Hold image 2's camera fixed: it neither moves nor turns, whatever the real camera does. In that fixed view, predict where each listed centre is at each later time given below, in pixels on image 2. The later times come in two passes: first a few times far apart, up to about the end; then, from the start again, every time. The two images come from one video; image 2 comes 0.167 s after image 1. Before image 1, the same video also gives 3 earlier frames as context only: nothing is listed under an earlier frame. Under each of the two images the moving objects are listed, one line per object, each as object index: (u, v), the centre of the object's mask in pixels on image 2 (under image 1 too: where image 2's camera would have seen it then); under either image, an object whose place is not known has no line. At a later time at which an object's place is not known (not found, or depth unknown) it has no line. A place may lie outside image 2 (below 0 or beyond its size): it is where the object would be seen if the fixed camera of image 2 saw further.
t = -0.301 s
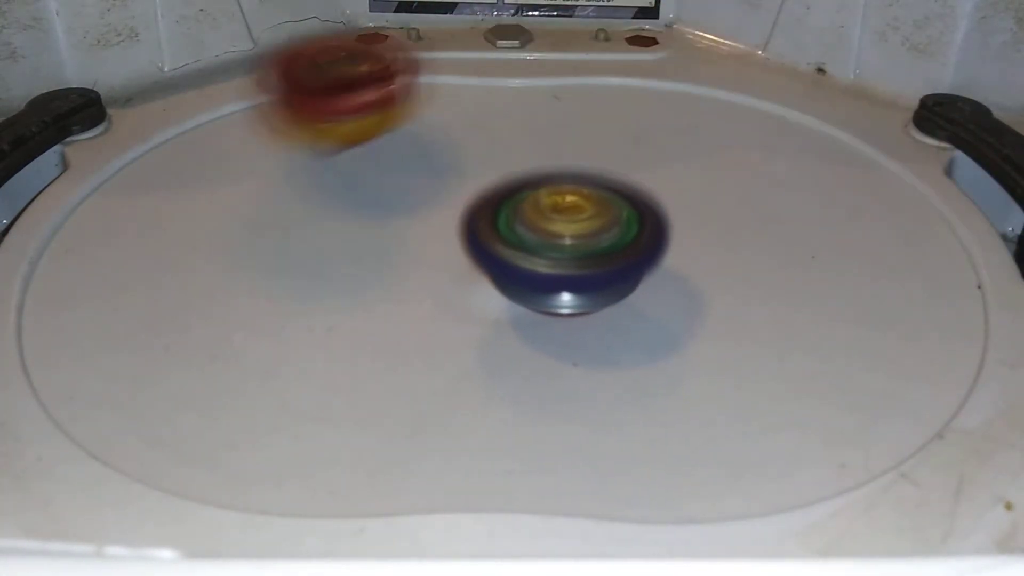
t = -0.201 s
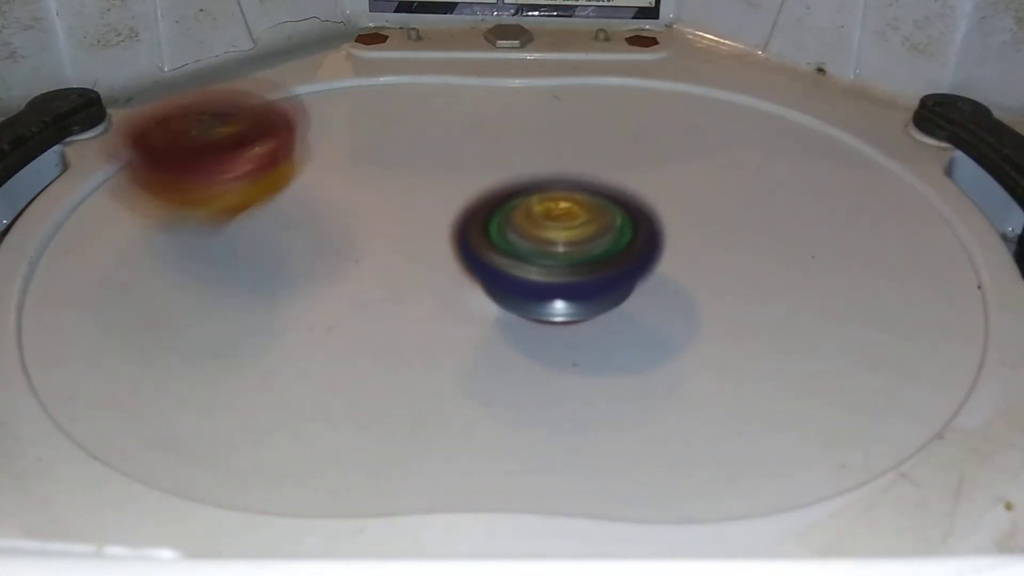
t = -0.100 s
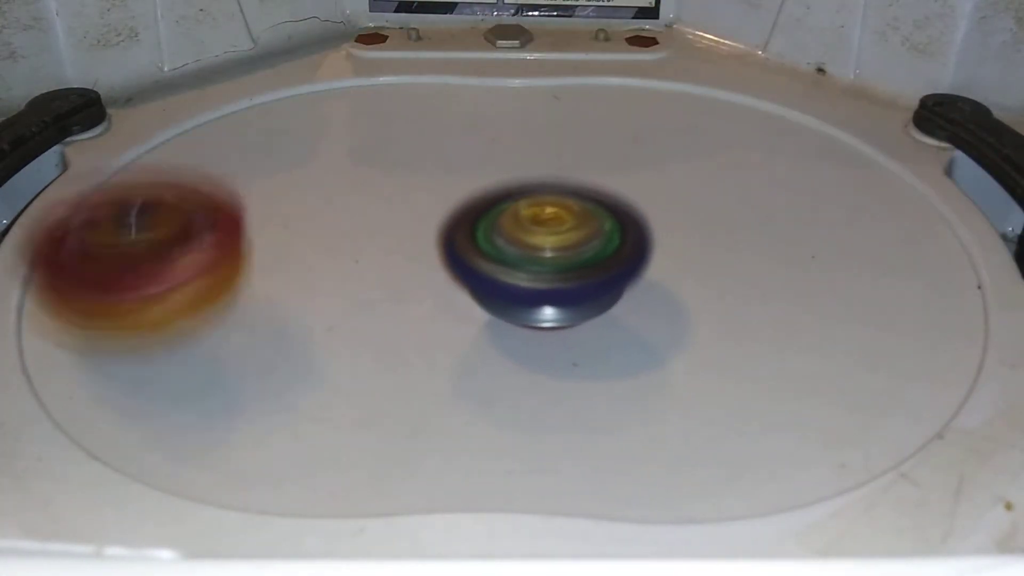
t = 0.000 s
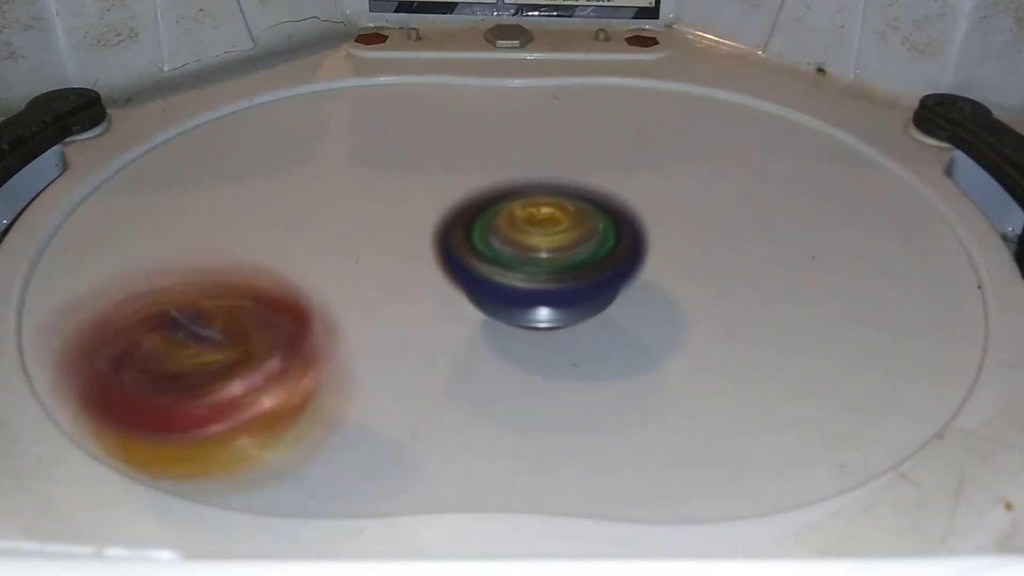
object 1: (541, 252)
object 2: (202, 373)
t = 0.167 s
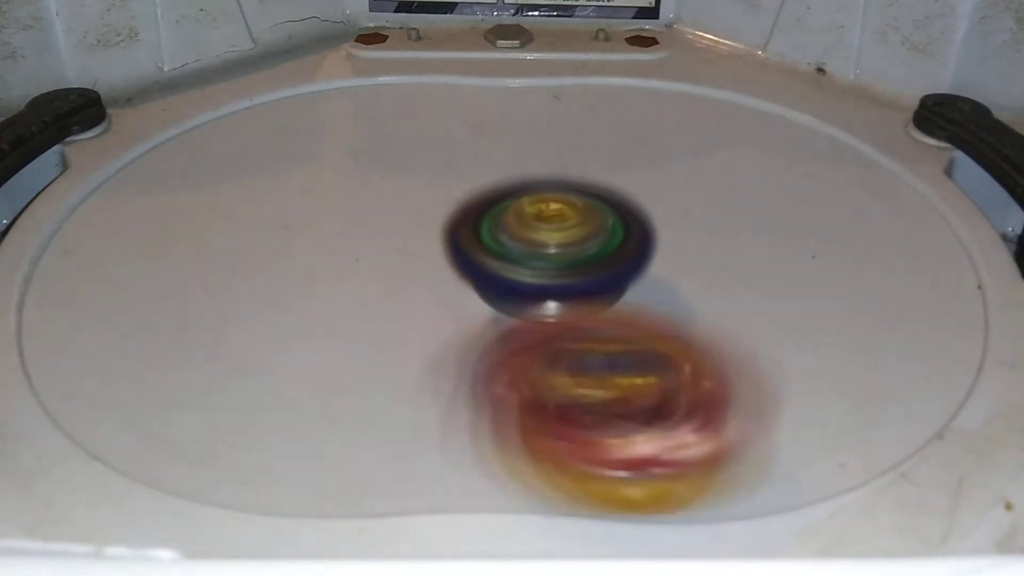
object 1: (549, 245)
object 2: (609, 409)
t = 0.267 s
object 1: (553, 246)
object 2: (824, 349)
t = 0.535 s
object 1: (552, 246)
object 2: (753, 107)
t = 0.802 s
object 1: (557, 243)
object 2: (385, 72)
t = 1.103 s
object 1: (561, 238)
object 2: (180, 318)
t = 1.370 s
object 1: (563, 231)
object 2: (759, 377)
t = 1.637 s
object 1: (564, 222)
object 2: (821, 137)
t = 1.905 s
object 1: (565, 224)
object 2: (483, 72)
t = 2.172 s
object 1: (562, 220)
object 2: (186, 226)
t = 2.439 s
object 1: (565, 218)
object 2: (536, 400)
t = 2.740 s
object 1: (563, 226)
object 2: (826, 186)
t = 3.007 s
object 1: (564, 228)
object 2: (550, 66)
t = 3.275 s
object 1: (565, 229)
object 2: (230, 163)
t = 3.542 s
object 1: (566, 225)
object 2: (386, 383)
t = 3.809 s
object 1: (566, 235)
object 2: (848, 283)
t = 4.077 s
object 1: (552, 249)
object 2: (714, 97)
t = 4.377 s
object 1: (554, 244)
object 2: (340, 112)
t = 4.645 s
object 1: (558, 243)
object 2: (228, 326)
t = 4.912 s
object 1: (560, 239)
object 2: (721, 366)
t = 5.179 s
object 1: (558, 241)
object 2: (775, 158)
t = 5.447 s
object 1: (562, 235)
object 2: (499, 73)
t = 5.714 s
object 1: (562, 228)
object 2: (247, 196)
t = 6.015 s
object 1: (564, 226)
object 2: (532, 385)
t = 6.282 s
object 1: (566, 226)
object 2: (826, 238)
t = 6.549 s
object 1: (565, 223)
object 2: (637, 97)
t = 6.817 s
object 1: (563, 223)
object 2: (335, 128)
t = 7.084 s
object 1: (562, 227)
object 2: (260, 317)
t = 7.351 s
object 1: (562, 226)
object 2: (696, 351)
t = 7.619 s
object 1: (566, 226)
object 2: (755, 166)
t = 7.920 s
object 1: (564, 224)
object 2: (475, 97)
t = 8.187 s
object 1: (563, 225)
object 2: (279, 229)
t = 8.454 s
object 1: (566, 222)
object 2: (523, 364)
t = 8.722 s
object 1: (559, 224)
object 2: (772, 236)
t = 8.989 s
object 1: (542, 207)
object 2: (651, 101)
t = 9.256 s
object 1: (523, 203)
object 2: (378, 128)
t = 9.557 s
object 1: (474, 202)
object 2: (323, 317)
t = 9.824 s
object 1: (456, 212)
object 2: (701, 327)
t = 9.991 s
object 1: (447, 223)
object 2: (763, 218)
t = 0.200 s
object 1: (551, 248)
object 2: (707, 399)
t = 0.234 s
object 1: (552, 247)
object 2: (773, 377)
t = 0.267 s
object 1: (553, 246)
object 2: (824, 349)
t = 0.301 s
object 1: (554, 246)
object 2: (856, 318)
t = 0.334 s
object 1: (554, 246)
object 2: (872, 278)
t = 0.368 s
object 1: (553, 247)
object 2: (873, 243)
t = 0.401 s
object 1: (552, 247)
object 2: (866, 211)
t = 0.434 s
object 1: (551, 248)
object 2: (847, 180)
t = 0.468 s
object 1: (551, 247)
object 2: (823, 151)
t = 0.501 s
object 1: (551, 247)
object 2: (792, 127)
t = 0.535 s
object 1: (552, 246)
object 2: (753, 107)
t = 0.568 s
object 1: (553, 245)
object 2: (716, 91)
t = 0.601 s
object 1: (555, 244)
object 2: (677, 76)
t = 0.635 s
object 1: (556, 243)
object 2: (629, 67)
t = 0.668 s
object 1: (557, 243)
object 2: (583, 62)
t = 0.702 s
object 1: (558, 242)
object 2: (533, 59)
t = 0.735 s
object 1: (559, 242)
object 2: (486, 61)
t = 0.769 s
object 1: (559, 243)
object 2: (437, 68)
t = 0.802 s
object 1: (557, 243)
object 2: (385, 72)
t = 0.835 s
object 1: (557, 244)
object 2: (340, 81)
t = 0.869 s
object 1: (556, 244)
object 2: (293, 98)
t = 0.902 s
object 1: (555, 243)
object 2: (250, 119)
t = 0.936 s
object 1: (555, 242)
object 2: (214, 146)
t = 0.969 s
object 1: (557, 241)
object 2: (187, 172)
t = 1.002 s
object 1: (559, 240)
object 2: (167, 207)
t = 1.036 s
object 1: (559, 239)
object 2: (158, 244)
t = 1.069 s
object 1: (560, 239)
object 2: (160, 279)
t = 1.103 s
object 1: (561, 238)
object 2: (180, 318)
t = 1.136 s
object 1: (562, 238)
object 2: (220, 355)
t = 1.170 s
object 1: (562, 237)
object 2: (274, 380)
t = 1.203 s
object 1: (562, 237)
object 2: (347, 393)
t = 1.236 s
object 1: (562, 236)
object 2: (432, 398)
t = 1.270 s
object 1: (562, 234)
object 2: (514, 401)
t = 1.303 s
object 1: (563, 233)
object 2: (612, 400)
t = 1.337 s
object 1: (563, 232)
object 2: (689, 390)
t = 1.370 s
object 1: (563, 231)
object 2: (759, 377)
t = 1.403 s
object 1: (563, 229)
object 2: (815, 346)
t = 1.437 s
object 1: (562, 227)
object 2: (854, 319)
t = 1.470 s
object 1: (562, 225)
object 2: (876, 282)
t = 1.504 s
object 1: (563, 223)
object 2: (882, 249)
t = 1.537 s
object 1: (564, 222)
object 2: (880, 220)
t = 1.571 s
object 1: (564, 222)
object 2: (867, 189)
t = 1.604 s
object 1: (564, 222)
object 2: (850, 162)
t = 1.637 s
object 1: (564, 222)
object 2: (821, 137)
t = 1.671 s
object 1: (563, 222)
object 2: (789, 116)
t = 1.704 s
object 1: (563, 220)
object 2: (752, 98)
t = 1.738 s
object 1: (564, 220)
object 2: (713, 84)
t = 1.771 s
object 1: (565, 220)
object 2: (674, 73)
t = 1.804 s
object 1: (565, 221)
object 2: (627, 68)
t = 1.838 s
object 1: (565, 222)
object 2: (577, 66)
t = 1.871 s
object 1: (565, 223)
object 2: (531, 65)
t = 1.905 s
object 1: (565, 224)
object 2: (483, 72)
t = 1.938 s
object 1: (565, 225)
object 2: (434, 78)
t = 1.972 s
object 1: (565, 226)
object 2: (385, 88)
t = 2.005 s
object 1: (563, 226)
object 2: (339, 104)
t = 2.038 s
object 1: (562, 225)
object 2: (304, 117)
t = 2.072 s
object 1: (562, 223)
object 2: (262, 141)
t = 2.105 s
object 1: (563, 222)
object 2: (231, 165)
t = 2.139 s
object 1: (562, 220)
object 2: (206, 193)
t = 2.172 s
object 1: (562, 220)
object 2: (186, 226)
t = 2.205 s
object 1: (563, 220)
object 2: (177, 259)
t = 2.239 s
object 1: (563, 219)
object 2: (184, 300)
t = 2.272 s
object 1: (563, 219)
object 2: (207, 336)
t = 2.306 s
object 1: (563, 219)
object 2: (242, 362)
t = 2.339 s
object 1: (562, 218)
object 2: (305, 387)
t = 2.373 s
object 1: (563, 217)
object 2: (372, 397)
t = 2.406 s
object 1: (564, 218)
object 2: (453, 399)
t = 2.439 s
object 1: (565, 218)
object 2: (536, 400)
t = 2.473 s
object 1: (566, 220)
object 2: (620, 396)
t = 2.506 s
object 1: (566, 221)
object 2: (694, 391)
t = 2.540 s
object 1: (565, 222)
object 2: (758, 367)
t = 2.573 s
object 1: (565, 224)
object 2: (803, 340)
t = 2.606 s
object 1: (564, 225)
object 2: (829, 307)
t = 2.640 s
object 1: (564, 225)
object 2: (844, 279)
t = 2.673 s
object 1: (563, 225)
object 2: (847, 242)
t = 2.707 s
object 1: (563, 225)
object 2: (842, 215)
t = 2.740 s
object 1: (563, 226)
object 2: (826, 186)
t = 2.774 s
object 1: (563, 225)
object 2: (807, 162)
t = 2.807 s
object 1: (564, 223)
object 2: (777, 140)
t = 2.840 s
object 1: (564, 223)
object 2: (750, 118)
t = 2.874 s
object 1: (565, 224)
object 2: (713, 101)
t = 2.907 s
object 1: (565, 225)
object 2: (680, 87)
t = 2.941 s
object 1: (565, 226)
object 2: (635, 77)
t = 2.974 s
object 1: (565, 228)
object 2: (596, 69)
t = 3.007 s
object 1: (564, 228)
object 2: (550, 66)
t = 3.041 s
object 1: (563, 227)
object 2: (507, 66)
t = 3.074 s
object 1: (562, 225)
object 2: (462, 71)
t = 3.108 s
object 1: (563, 223)
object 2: (415, 76)
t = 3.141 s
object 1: (565, 222)
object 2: (372, 84)
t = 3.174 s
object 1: (566, 224)
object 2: (332, 98)
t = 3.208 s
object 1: (567, 225)
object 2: (291, 117)
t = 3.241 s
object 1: (566, 227)
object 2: (261, 139)
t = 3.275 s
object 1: (565, 229)
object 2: (230, 163)
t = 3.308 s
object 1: (565, 230)
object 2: (210, 193)
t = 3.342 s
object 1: (564, 230)
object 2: (197, 219)
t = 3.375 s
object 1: (564, 230)
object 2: (192, 253)
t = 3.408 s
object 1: (563, 229)
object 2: (203, 289)
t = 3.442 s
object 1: (563, 228)
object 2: (228, 322)
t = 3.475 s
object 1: (563, 226)
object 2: (265, 351)
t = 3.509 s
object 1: (565, 225)
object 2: (315, 373)
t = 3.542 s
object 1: (566, 225)
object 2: (386, 383)
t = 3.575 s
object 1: (567, 226)
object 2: (455, 387)
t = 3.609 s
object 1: (567, 227)
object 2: (535, 391)
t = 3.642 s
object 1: (566, 229)
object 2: (613, 391)
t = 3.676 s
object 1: (565, 230)
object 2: (684, 382)
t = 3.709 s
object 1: (565, 231)
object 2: (749, 366)
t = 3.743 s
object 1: (566, 232)
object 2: (795, 342)
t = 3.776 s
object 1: (566, 233)
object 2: (828, 313)
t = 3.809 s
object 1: (566, 235)
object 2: (848, 283)
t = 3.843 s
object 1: (566, 237)
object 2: (856, 251)
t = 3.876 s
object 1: (565, 238)
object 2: (856, 224)
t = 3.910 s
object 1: (564, 241)
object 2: (845, 196)
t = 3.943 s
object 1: (563, 242)
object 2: (828, 172)
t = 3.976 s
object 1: (561, 245)
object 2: (809, 149)
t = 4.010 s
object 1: (558, 246)
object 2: (776, 126)
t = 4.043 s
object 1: (555, 248)
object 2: (745, 111)
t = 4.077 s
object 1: (552, 249)
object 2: (714, 97)
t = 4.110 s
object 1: (550, 250)
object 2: (673, 86)
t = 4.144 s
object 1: (548, 250)
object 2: (635, 77)
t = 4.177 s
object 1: (546, 250)
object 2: (588, 75)
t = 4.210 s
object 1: (546, 249)
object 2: (549, 73)
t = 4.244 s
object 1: (547, 248)
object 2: (504, 76)
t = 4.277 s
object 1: (548, 247)
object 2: (462, 79)
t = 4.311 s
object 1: (550, 246)
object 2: (416, 89)
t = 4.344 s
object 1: (551, 244)
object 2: (372, 101)
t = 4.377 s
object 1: (554, 244)
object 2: (340, 112)
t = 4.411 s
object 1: (555, 242)
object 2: (298, 133)
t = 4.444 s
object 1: (558, 242)
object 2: (273, 153)
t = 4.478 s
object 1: (558, 241)
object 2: (240, 179)
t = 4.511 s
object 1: (559, 241)
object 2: (222, 199)
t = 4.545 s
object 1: (559, 241)
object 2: (204, 232)
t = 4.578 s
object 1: (560, 242)
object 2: (201, 263)
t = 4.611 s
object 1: (559, 242)
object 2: (206, 297)
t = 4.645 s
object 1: (558, 243)
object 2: (228, 326)
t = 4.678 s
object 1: (557, 244)
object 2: (259, 354)
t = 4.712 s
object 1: (557, 244)
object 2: (315, 377)
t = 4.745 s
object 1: (556, 243)
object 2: (373, 387)
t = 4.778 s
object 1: (557, 241)
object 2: (446, 393)
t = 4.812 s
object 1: (558, 238)
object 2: (522, 392)
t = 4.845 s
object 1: (558, 235)
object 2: (591, 387)
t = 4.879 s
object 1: (557, 237)
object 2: (663, 383)
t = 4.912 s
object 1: (560, 239)
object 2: (721, 366)
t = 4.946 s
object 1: (560, 238)
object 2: (764, 340)
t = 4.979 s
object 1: (561, 239)
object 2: (791, 314)
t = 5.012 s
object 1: (561, 239)
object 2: (810, 285)
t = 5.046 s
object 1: (561, 240)
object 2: (817, 254)
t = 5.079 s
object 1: (560, 240)
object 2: (817, 228)
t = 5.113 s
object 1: (560, 240)
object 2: (805, 202)
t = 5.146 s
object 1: (559, 241)
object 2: (792, 179)
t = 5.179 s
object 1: (558, 241)
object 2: (775, 158)
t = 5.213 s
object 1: (558, 240)
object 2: (748, 137)
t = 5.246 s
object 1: (558, 239)
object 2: (720, 117)
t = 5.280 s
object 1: (559, 238)
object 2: (695, 103)
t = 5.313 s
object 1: (561, 237)
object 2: (660, 90)
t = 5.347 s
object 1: (561, 237)
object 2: (620, 79)
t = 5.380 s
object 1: (561, 236)
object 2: (581, 75)
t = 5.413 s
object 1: (562, 236)
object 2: (540, 72)
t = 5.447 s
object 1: (562, 235)
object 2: (499, 73)
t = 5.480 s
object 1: (563, 234)
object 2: (458, 78)
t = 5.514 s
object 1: (563, 234)
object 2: (419, 85)
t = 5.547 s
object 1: (563, 233)
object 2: (380, 95)
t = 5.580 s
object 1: (563, 233)
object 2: (346, 110)
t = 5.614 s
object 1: (563, 232)
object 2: (312, 128)
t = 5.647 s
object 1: (562, 231)
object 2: (288, 148)
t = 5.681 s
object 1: (563, 229)
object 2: (262, 175)
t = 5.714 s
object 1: (562, 228)
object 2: (247, 196)
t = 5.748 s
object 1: (562, 226)
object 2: (239, 222)
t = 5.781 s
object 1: (563, 224)
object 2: (235, 253)
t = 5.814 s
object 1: (563, 224)
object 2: (245, 283)
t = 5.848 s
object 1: (565, 224)
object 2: (262, 313)
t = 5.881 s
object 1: (565, 225)
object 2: (291, 336)
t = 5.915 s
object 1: (566, 226)
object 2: (342, 360)
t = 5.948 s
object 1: (566, 227)
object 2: (389, 371)
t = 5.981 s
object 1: (565, 229)
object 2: (454, 381)
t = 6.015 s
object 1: (564, 226)
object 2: (532, 385)
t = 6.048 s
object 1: (562, 225)
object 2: (597, 383)
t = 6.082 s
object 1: (562, 225)
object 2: (666, 379)
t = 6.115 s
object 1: (563, 224)
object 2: (721, 366)
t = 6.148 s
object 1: (564, 223)
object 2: (767, 342)
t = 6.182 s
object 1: (564, 223)
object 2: (797, 319)
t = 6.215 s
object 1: (565, 224)
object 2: (817, 294)
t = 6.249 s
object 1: (566, 225)
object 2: (825, 265)
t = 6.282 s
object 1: (566, 226)
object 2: (826, 238)
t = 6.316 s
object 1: (565, 228)
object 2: (819, 213)
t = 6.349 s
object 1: (564, 228)
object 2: (806, 192)
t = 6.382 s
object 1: (563, 227)
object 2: (785, 170)
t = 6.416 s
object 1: (562, 226)
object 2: (761, 151)
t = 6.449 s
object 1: (562, 224)
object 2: (736, 133)
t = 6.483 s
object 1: (563, 224)
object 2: (705, 118)
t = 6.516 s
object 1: (564, 223)
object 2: (671, 106)
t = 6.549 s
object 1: (565, 223)
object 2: (637, 97)
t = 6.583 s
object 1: (565, 225)
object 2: (600, 89)
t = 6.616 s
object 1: (566, 226)
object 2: (560, 86)
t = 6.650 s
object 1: (566, 227)
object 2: (522, 84)
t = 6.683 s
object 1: (564, 228)
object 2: (480, 89)
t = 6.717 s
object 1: (563, 228)
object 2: (441, 95)
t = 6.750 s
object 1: (561, 226)
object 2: (403, 102)
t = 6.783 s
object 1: (562, 224)
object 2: (367, 112)
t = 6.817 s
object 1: (563, 223)
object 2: (335, 128)
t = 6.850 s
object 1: (564, 222)
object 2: (304, 147)
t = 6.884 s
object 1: (565, 223)
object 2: (277, 164)
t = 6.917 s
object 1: (566, 225)
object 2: (259, 183)
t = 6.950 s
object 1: (567, 226)
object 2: (240, 211)
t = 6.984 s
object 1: (566, 228)
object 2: (230, 235)
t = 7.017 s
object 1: (564, 229)
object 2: (233, 263)
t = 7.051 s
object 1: (564, 229)
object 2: (241, 292)
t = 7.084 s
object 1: (562, 227)
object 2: (260, 317)
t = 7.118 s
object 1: (563, 225)
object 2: (300, 343)
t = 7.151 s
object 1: (564, 224)
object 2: (343, 360)
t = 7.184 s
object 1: (565, 224)
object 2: (393, 368)
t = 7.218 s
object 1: (566, 225)
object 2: (452, 371)
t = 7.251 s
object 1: (567, 224)
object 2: (525, 376)
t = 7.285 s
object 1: (566, 220)
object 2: (590, 371)
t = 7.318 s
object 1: (562, 223)
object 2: (645, 364)
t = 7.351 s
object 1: (562, 226)
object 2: (696, 351)
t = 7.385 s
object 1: (562, 227)
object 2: (732, 330)
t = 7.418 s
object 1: (563, 226)
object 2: (760, 306)
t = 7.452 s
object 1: (563, 224)
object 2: (776, 281)
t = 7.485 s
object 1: (563, 224)
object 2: (786, 255)
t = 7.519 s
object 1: (563, 223)
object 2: (789, 230)
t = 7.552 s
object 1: (564, 224)
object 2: (782, 207)
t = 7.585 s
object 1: (565, 225)
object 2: (771, 185)
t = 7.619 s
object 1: (566, 226)
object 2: (755, 166)
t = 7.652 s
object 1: (565, 227)
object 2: (735, 147)
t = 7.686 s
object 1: (564, 229)
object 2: (714, 130)
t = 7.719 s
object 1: (564, 228)
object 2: (685, 116)
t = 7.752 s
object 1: (564, 228)
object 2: (653, 105)
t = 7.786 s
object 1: (563, 227)
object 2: (621, 96)
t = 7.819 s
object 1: (563, 225)
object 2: (584, 91)
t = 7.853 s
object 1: (563, 225)
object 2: (551, 89)
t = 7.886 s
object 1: (564, 224)
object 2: (510, 92)
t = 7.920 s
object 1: (564, 224)
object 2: (475, 97)
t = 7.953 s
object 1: (566, 225)
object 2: (438, 102)
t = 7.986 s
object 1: (566, 226)
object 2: (409, 112)
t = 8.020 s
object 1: (565, 227)
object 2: (377, 126)
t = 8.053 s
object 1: (564, 228)
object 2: (346, 144)
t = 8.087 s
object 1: (564, 228)
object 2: (322, 160)
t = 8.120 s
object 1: (563, 228)
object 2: (304, 178)
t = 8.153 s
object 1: (563, 226)
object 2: (288, 205)
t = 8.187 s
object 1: (563, 225)
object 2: (279, 229)
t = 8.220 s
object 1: (564, 224)
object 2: (276, 252)
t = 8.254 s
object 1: (564, 224)
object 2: (286, 278)
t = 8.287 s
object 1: (565, 224)
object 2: (300, 303)
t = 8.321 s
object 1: (566, 225)
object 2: (324, 327)
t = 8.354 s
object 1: (567, 227)
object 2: (356, 343)
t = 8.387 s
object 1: (566, 228)
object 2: (400, 354)
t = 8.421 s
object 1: (566, 227)
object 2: (459, 361)
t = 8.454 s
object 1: (566, 222)
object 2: (523, 364)
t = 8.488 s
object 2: (577, 363)
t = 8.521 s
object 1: (560, 220)
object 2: (635, 359)
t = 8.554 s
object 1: (559, 222)
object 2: (676, 347)
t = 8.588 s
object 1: (561, 222)
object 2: (717, 328)
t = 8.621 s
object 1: (562, 223)
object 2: (742, 306)
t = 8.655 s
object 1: (563, 224)
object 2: (758, 284)
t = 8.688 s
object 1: (564, 224)
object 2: (764, 259)
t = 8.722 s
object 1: (559, 224)
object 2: (772, 236)
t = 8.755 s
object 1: (555, 222)
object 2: (778, 212)
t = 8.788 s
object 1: (555, 219)
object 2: (776, 190)
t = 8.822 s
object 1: (553, 217)
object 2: (767, 170)
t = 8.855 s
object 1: (552, 214)
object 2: (751, 152)
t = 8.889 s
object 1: (550, 212)
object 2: (732, 135)
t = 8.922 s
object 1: (548, 210)
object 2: (709, 120)
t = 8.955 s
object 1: (545, 209)
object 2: (680, 109)
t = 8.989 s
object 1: (542, 207)
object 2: (651, 101)
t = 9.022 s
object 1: (539, 205)
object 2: (618, 94)
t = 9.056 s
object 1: (536, 204)
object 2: (583, 94)
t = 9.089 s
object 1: (534, 203)
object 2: (548, 93)
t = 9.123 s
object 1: (535, 207)
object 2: (511, 95)
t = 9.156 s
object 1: (534, 208)
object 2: (472, 99)
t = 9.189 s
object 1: (531, 207)
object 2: (438, 105)
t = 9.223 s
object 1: (527, 205)
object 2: (408, 114)
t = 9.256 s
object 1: (523, 203)
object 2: (378, 128)
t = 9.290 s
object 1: (518, 201)
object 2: (349, 144)
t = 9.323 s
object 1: (514, 200)
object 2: (320, 160)
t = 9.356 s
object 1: (509, 199)
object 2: (304, 178)
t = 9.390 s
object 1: (503, 199)
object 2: (290, 197)
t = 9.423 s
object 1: (498, 199)
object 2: (283, 221)
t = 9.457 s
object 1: (492, 199)
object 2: (277, 249)
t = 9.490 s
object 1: (485, 200)
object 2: (282, 272)
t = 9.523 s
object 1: (479, 201)
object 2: (295, 295)
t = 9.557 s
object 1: (474, 202)
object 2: (323, 317)
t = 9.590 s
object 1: (470, 204)
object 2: (360, 339)
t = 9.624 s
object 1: (466, 204)
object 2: (398, 351)
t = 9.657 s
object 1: (463, 206)
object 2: (448, 356)
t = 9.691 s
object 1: (461, 206)
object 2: (508, 358)
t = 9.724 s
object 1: (460, 208)
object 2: (560, 355)
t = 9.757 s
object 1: (458, 209)
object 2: (613, 355)
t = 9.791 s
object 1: (458, 211)
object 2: (661, 342)
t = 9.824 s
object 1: (456, 212)
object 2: (701, 327)
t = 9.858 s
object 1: (454, 214)
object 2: (729, 307)
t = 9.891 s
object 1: (452, 216)
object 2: (748, 286)
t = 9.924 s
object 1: (450, 218)
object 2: (760, 263)
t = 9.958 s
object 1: (449, 221)
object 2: (766, 240)
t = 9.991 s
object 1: (447, 223)
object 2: (763, 218)
